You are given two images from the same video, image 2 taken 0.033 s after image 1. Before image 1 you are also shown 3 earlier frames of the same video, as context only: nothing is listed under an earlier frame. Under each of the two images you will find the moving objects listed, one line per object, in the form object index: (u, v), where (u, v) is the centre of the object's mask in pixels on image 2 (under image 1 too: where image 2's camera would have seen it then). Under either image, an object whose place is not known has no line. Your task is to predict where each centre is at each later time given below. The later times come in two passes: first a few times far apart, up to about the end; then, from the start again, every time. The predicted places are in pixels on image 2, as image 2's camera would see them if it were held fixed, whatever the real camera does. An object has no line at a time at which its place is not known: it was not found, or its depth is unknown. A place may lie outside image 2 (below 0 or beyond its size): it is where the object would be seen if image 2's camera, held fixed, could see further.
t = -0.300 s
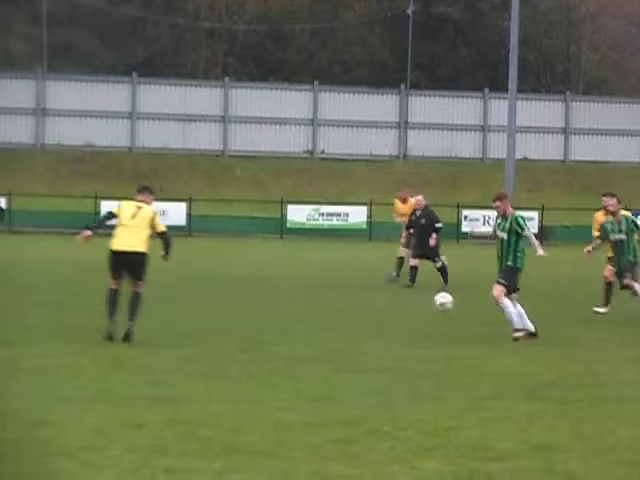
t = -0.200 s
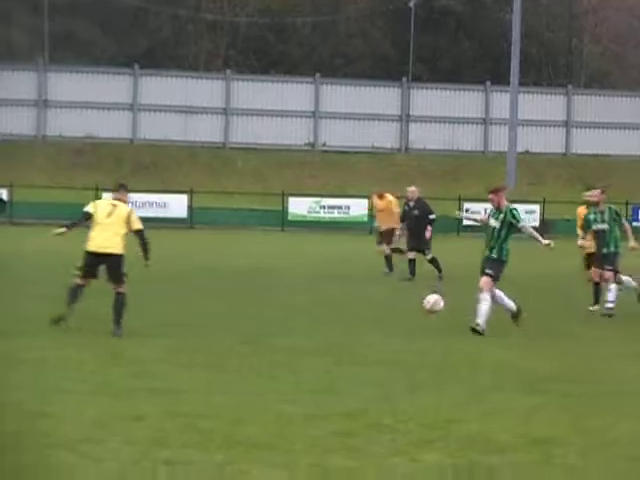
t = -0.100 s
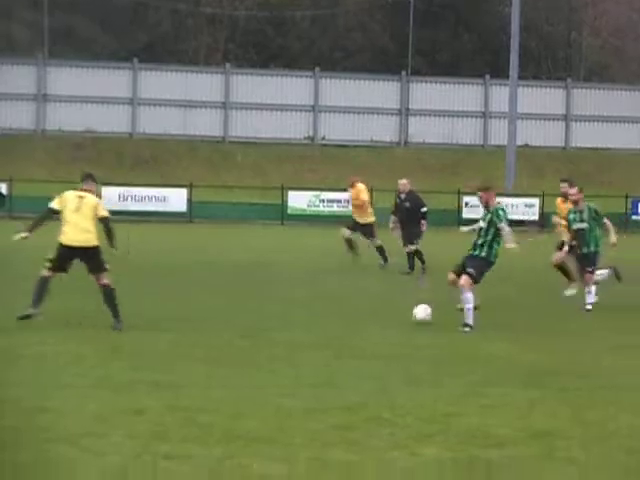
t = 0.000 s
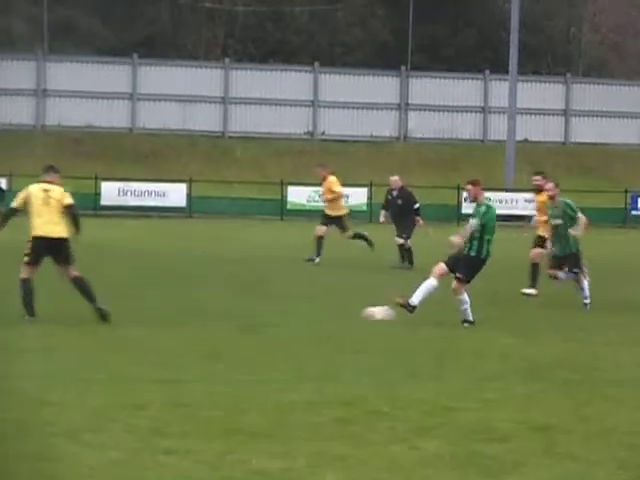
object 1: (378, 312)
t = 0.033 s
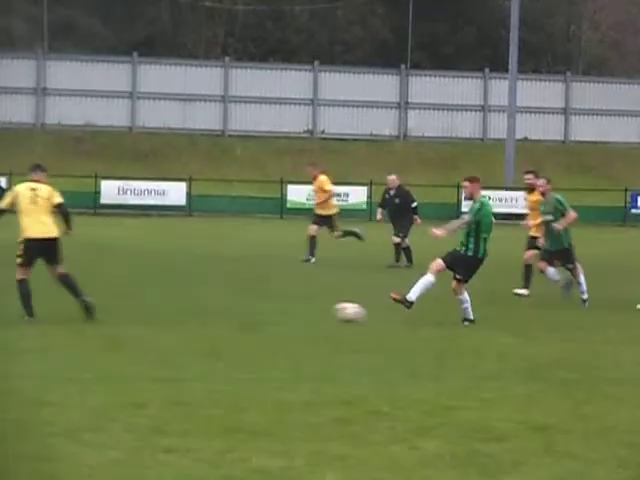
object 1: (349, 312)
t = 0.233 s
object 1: (165, 315)
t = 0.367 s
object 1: (43, 321)
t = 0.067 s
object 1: (320, 309)
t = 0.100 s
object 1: (290, 308)
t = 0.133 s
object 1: (260, 309)
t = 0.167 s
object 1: (228, 309)
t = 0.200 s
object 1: (197, 311)
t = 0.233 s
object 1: (165, 315)
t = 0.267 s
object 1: (132, 318)
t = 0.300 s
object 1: (103, 320)
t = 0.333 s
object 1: (71, 320)
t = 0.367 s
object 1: (43, 321)
